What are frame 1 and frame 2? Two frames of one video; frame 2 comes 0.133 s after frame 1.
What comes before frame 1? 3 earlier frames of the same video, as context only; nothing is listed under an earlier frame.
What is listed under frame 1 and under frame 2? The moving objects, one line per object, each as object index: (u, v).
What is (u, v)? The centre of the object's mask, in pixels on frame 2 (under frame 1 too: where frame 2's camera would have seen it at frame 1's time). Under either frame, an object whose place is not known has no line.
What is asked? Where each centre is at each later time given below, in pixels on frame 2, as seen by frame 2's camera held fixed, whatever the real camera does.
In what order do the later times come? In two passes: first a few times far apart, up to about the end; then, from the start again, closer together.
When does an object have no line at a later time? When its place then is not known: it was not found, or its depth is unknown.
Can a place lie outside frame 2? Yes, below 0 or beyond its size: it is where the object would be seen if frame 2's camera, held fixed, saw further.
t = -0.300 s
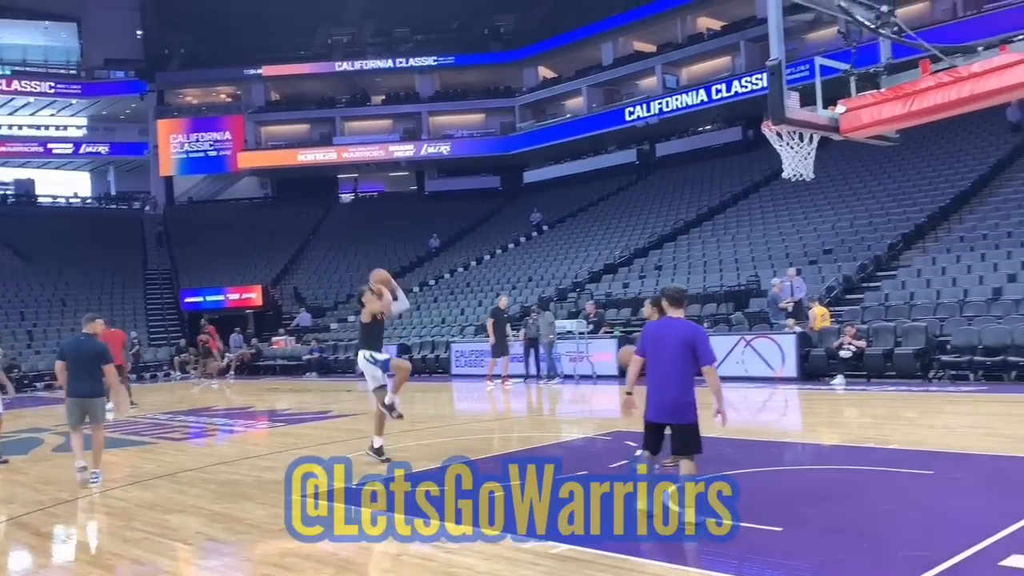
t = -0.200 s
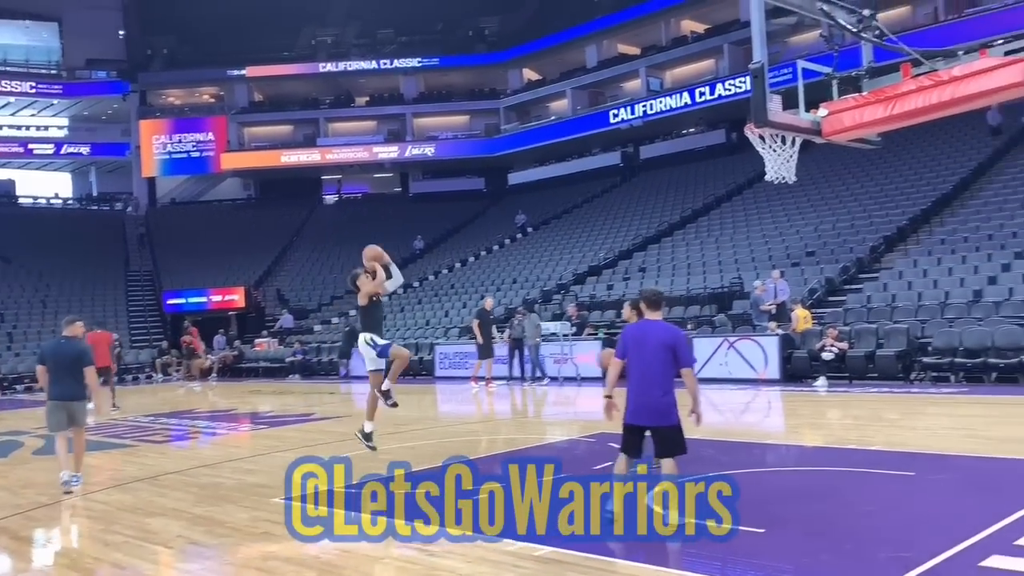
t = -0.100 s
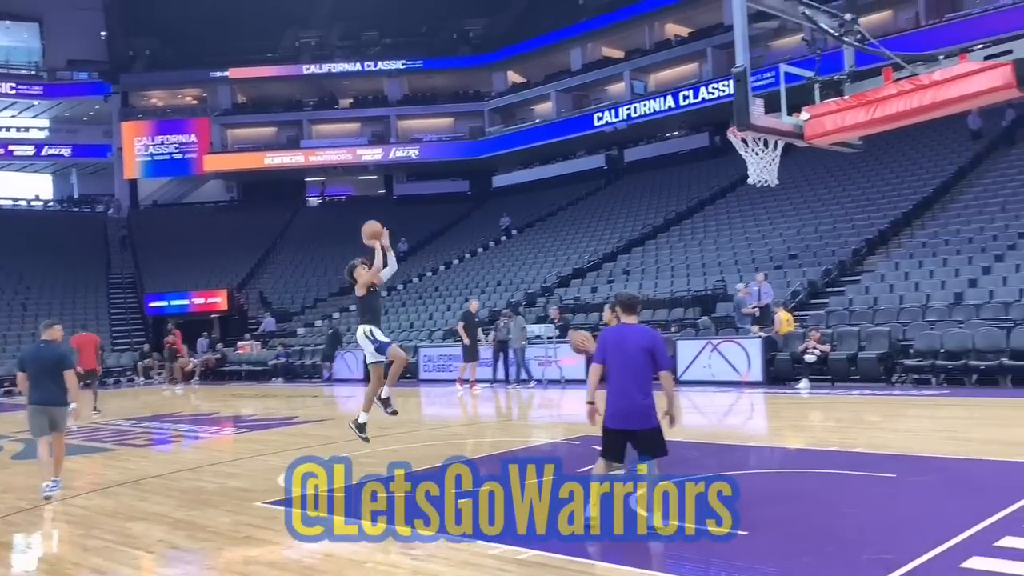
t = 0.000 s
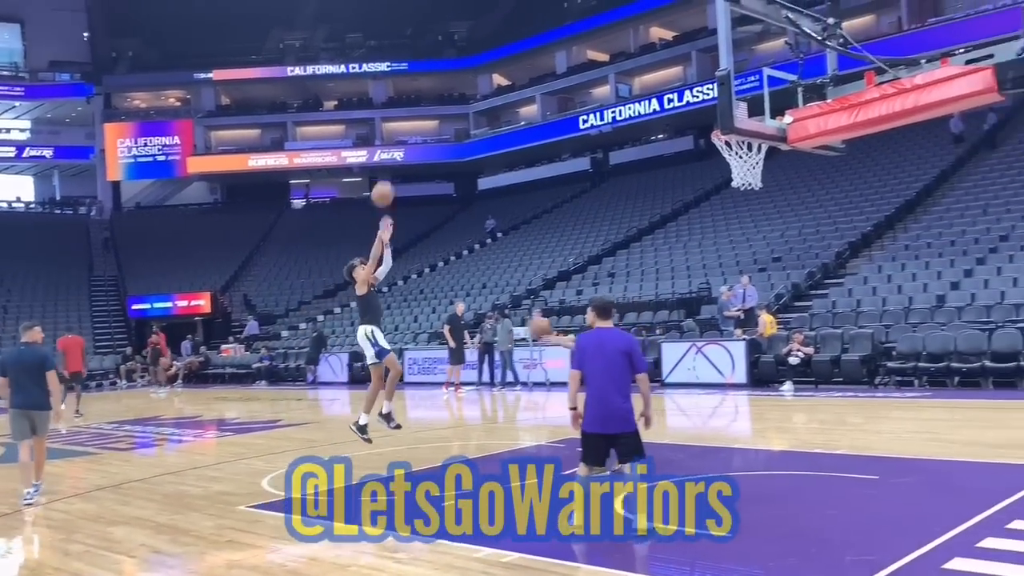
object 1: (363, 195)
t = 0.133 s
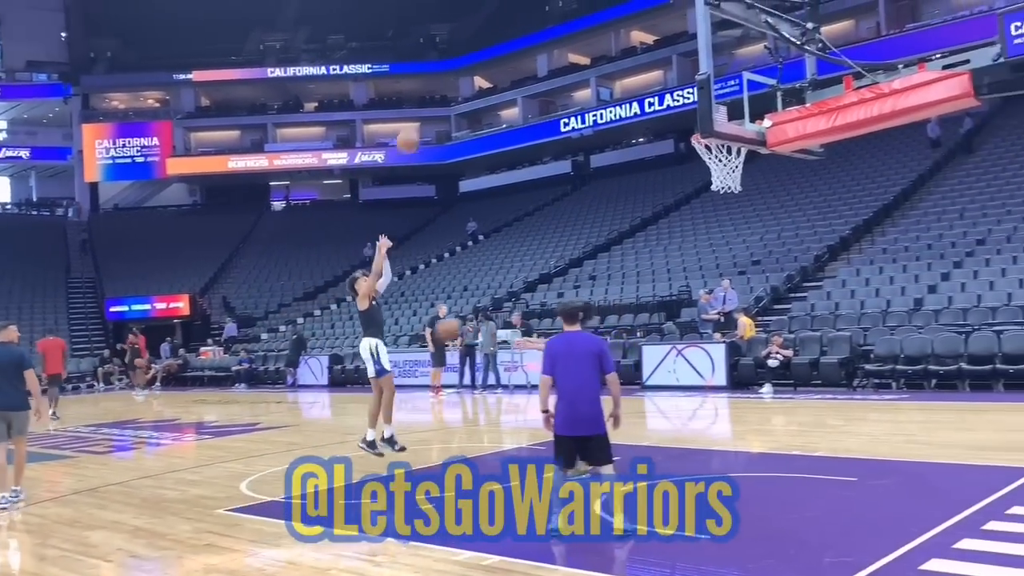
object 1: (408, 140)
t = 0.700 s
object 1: (641, 70)
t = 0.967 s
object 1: (722, 87)
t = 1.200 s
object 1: (654, 25)
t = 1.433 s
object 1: (600, 33)
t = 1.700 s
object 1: (547, 109)
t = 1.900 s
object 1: (513, 212)
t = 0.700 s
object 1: (641, 70)
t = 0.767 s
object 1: (675, 82)
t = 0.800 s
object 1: (688, 92)
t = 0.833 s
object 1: (717, 97)
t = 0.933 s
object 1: (732, 106)
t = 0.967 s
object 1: (722, 87)
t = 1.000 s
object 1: (717, 72)
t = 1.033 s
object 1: (694, 61)
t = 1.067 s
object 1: (689, 54)
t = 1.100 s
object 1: (680, 41)
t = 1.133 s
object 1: (671, 34)
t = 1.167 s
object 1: (663, 29)
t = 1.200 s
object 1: (654, 25)
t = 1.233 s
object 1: (647, 23)
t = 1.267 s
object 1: (638, 21)
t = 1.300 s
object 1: (630, 21)
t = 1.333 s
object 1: (623, 23)
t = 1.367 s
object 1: (615, 25)
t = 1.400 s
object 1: (607, 28)
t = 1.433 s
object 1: (600, 33)
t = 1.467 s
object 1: (594, 39)
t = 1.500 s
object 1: (586, 45)
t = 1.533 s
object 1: (579, 53)
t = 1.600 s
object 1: (566, 72)
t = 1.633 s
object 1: (560, 84)
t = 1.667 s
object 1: (554, 96)
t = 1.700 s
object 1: (547, 109)
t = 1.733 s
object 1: (541, 123)
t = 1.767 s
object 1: (536, 141)
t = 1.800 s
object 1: (530, 155)
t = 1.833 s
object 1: (524, 174)
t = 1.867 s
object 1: (518, 193)
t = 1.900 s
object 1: (513, 212)
